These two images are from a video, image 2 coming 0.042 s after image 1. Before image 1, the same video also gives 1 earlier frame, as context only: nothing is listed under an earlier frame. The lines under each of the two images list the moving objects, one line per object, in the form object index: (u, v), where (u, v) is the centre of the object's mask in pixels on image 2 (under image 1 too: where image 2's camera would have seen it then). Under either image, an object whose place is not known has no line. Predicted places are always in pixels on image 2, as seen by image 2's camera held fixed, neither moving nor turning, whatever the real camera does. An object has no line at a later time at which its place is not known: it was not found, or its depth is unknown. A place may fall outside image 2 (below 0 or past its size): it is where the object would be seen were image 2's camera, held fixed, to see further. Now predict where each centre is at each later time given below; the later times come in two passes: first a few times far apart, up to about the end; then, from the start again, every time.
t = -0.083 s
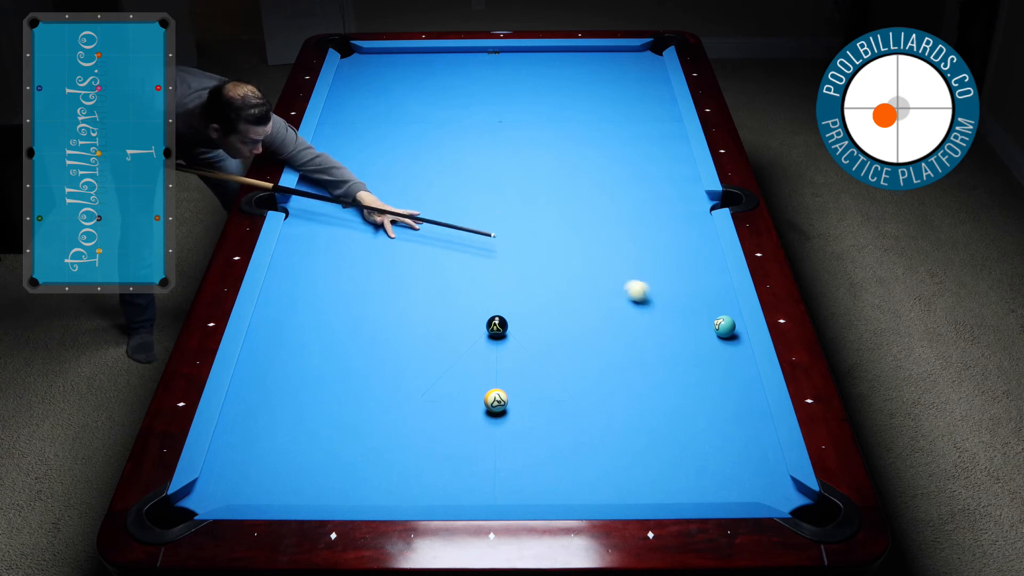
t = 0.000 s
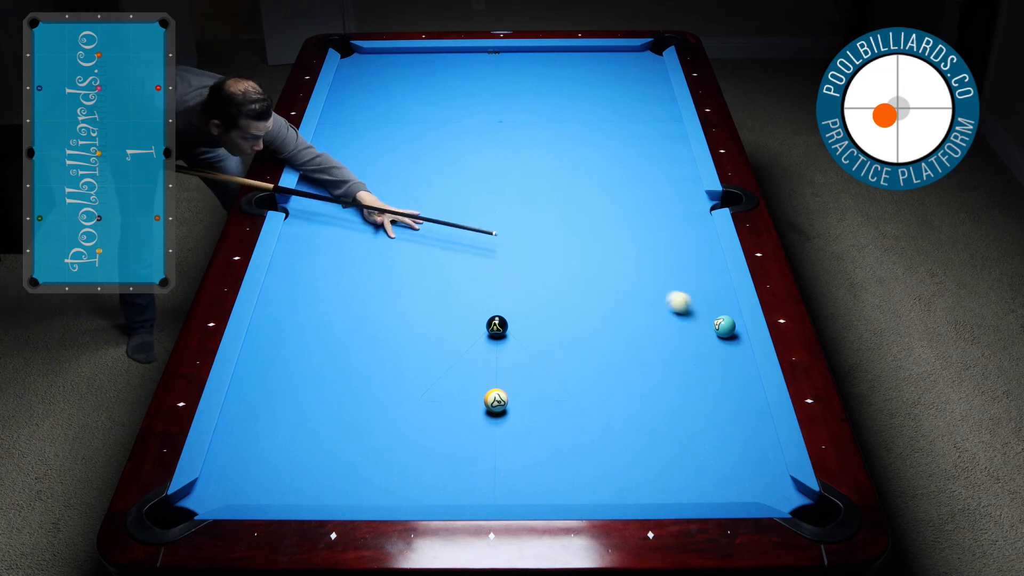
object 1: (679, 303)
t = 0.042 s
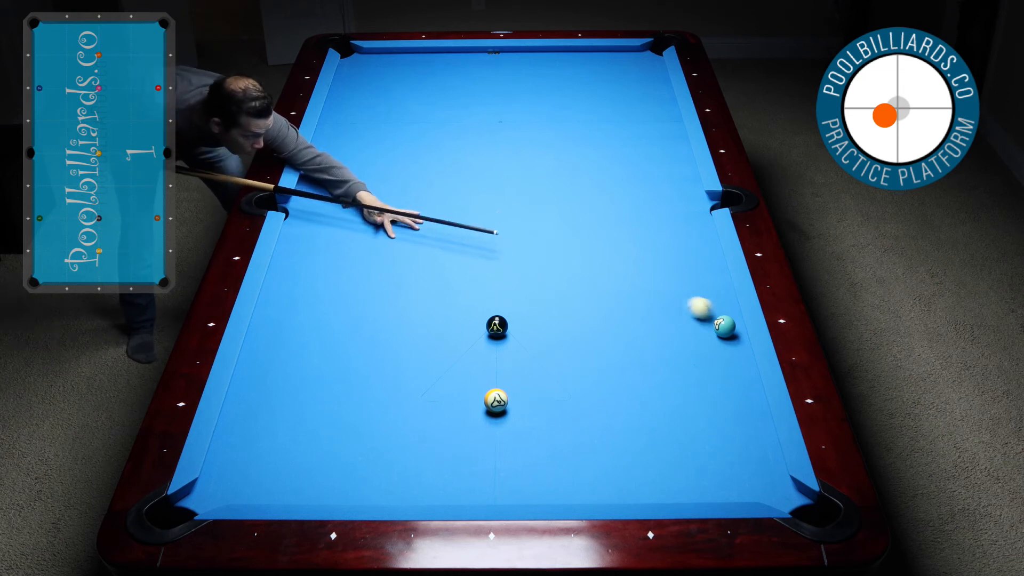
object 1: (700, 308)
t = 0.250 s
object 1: (685, 304)
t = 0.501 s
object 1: (630, 294)
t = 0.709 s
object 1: (587, 286)
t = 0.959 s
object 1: (538, 278)
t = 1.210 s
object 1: (492, 270)
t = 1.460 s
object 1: (449, 262)
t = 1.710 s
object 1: (409, 255)
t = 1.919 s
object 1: (377, 249)
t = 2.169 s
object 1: (342, 243)
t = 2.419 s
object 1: (308, 237)
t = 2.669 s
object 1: (296, 232)
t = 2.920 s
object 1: (313, 230)
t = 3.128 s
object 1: (325, 229)
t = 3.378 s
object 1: (339, 227)
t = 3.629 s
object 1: (350, 226)
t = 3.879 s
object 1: (360, 225)
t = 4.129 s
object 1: (368, 224)
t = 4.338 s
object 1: (374, 223)
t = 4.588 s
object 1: (379, 223)
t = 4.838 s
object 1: (382, 223)
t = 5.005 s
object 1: (383, 223)
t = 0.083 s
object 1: (720, 310)
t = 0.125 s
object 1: (724, 311)
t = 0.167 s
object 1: (709, 309)
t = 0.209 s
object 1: (696, 306)
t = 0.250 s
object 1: (685, 304)
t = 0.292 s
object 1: (675, 302)
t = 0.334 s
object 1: (665, 301)
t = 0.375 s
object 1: (656, 299)
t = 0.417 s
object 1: (648, 297)
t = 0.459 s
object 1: (638, 296)
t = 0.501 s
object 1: (630, 294)
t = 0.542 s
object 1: (621, 292)
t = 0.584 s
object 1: (612, 291)
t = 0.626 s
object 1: (604, 289)
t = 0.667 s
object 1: (595, 288)
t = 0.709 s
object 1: (587, 286)
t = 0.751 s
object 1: (578, 285)
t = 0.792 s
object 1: (570, 283)
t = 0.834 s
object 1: (562, 282)
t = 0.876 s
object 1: (554, 281)
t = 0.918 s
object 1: (546, 279)
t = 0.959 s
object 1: (538, 278)
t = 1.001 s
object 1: (530, 276)
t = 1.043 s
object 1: (522, 275)
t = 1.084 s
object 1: (515, 274)
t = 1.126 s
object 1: (507, 272)
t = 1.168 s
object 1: (499, 271)
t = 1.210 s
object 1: (492, 270)
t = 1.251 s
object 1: (485, 268)
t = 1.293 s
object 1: (478, 267)
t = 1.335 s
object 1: (471, 266)
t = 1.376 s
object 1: (463, 264)
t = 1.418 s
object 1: (456, 263)
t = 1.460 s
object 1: (449, 262)
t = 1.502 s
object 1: (442, 261)
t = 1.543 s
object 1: (436, 260)
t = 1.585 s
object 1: (429, 258)
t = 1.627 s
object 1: (422, 257)
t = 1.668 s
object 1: (415, 256)
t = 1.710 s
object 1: (409, 255)
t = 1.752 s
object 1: (402, 254)
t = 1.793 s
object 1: (396, 252)
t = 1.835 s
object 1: (390, 251)
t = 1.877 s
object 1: (383, 250)
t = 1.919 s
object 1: (377, 249)
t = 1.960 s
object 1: (371, 248)
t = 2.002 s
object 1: (365, 247)
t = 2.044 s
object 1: (359, 246)
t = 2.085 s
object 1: (353, 245)
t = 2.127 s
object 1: (347, 244)
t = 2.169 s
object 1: (342, 243)
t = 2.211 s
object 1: (336, 242)
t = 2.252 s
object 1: (330, 240)
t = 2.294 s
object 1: (325, 240)
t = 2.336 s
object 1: (319, 238)
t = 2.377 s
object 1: (314, 237)
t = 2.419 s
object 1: (308, 237)
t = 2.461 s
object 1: (303, 236)
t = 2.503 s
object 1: (298, 234)
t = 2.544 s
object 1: (293, 234)
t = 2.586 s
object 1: (290, 233)
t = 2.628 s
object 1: (293, 232)
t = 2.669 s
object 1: (296, 232)
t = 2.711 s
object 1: (299, 232)
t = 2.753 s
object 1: (302, 231)
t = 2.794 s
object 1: (304, 231)
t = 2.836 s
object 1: (307, 231)
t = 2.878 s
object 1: (310, 230)
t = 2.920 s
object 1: (313, 230)
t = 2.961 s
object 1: (315, 229)
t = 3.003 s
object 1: (318, 229)
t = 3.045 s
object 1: (320, 229)
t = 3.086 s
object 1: (323, 229)
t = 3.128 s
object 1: (325, 229)
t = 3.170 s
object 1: (327, 228)
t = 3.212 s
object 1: (330, 228)
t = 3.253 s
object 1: (332, 228)
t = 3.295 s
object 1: (334, 228)
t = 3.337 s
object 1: (337, 227)
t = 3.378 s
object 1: (339, 227)
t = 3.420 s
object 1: (341, 227)
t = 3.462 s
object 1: (343, 227)
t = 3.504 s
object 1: (345, 226)
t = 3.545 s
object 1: (347, 226)
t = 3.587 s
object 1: (348, 226)
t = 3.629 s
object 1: (350, 226)
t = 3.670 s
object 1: (352, 225)
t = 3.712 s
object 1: (354, 225)
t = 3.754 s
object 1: (356, 225)
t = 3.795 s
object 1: (357, 225)
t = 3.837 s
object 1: (359, 225)
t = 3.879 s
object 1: (360, 225)
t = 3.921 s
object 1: (362, 224)
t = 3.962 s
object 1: (363, 224)
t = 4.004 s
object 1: (365, 224)
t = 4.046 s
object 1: (366, 224)
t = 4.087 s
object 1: (367, 224)
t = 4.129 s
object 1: (368, 224)
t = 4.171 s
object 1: (370, 224)
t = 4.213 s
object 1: (371, 223)
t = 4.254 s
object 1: (372, 223)
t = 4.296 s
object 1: (373, 223)
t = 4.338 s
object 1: (374, 223)
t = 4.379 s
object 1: (375, 223)
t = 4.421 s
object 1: (376, 223)
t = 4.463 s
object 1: (377, 223)
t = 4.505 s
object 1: (378, 222)
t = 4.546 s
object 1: (378, 223)
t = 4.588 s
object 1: (379, 223)
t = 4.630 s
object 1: (380, 223)
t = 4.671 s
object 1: (380, 222)
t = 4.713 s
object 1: (381, 222)
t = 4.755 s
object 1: (381, 222)
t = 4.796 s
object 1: (382, 222)
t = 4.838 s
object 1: (382, 223)
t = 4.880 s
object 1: (382, 222)
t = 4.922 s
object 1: (383, 222)
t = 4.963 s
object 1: (383, 222)
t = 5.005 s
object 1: (383, 223)
